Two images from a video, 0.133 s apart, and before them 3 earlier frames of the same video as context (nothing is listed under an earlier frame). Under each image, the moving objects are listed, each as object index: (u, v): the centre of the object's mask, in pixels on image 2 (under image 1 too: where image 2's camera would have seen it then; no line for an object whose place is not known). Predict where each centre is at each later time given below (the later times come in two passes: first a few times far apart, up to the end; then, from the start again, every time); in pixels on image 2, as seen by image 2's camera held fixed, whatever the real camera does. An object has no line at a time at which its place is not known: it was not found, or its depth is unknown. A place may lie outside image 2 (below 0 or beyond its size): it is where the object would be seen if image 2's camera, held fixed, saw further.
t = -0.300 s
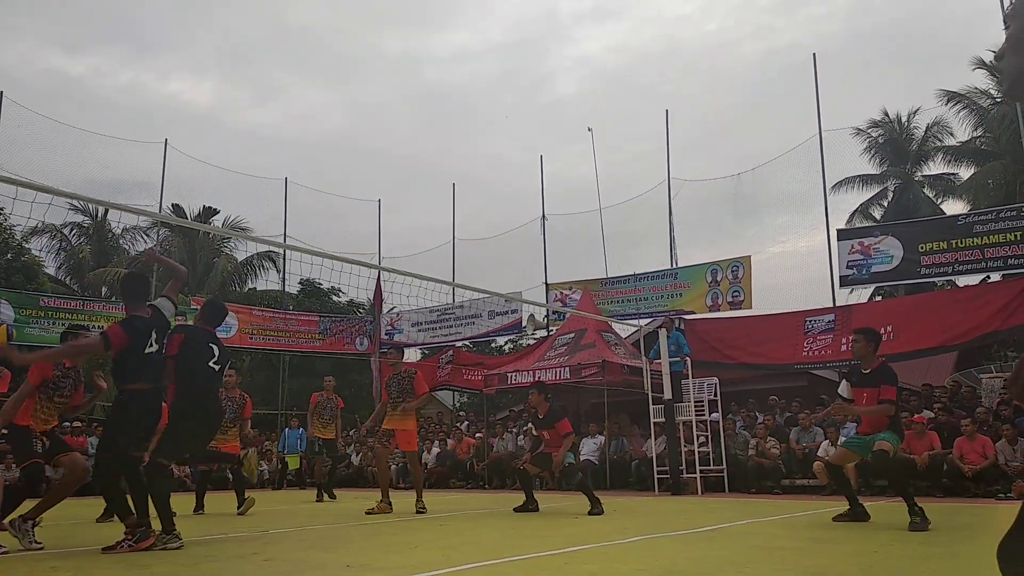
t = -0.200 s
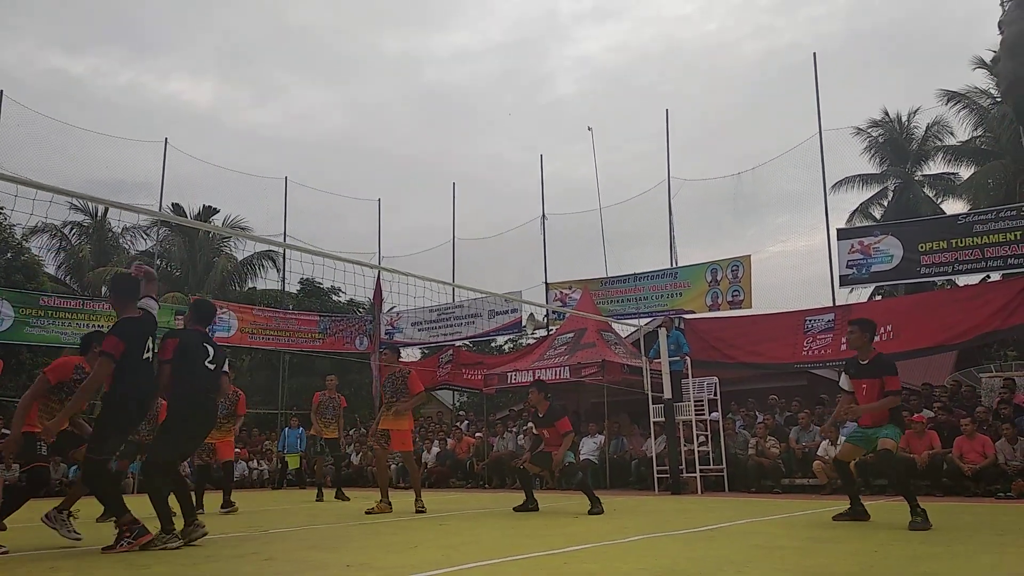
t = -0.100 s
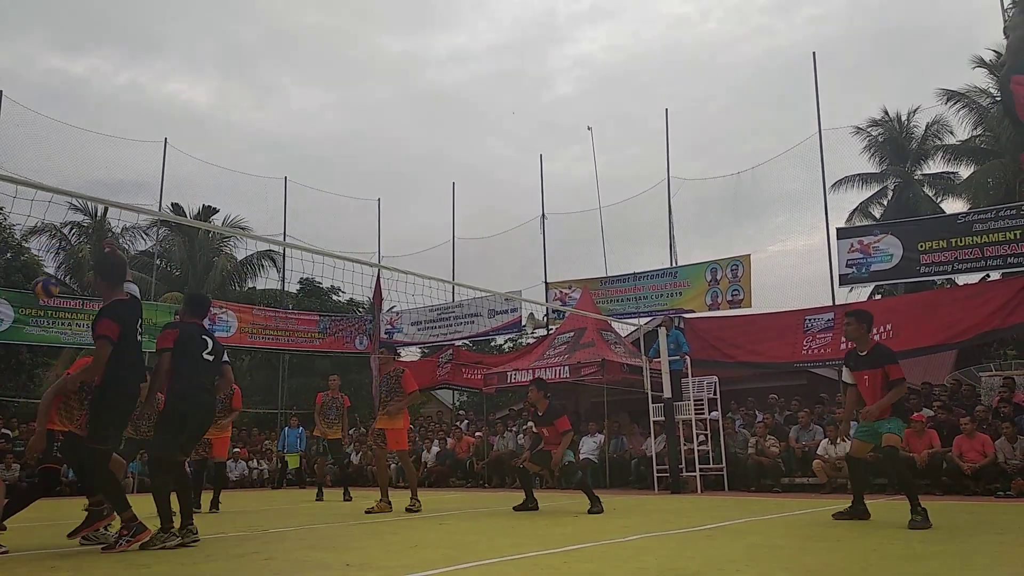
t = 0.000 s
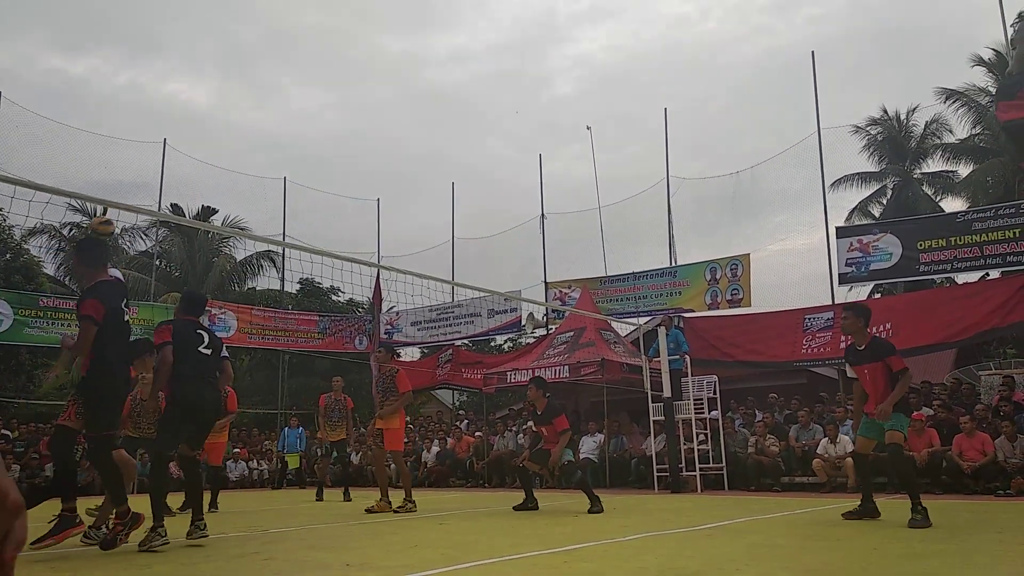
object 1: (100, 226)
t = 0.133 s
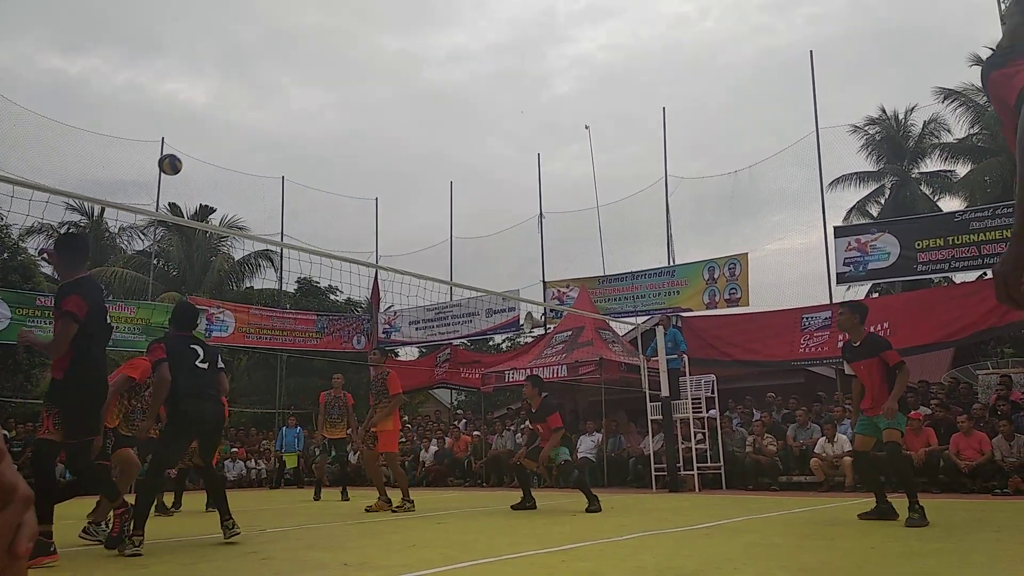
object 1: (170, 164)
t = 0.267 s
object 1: (234, 123)
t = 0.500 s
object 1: (335, 92)
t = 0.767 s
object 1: (437, 120)
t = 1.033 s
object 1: (531, 206)
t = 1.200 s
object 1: (589, 289)
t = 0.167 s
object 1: (186, 152)
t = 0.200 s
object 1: (202, 141)
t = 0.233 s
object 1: (218, 131)
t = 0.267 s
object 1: (234, 123)
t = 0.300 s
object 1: (249, 115)
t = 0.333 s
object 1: (264, 109)
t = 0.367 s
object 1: (278, 104)
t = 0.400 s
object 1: (292, 99)
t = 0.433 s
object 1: (307, 96)
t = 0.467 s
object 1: (321, 94)
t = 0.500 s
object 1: (335, 92)
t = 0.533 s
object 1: (348, 93)
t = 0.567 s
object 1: (361, 94)
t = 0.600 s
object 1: (374, 96)
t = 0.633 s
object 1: (387, 98)
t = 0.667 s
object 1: (400, 102)
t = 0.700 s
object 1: (412, 107)
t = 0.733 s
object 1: (425, 113)
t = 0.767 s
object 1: (437, 120)
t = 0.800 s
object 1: (449, 128)
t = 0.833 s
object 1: (461, 136)
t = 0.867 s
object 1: (473, 145)
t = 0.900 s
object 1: (485, 155)
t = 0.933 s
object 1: (497, 167)
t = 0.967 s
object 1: (508, 179)
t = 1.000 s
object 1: (520, 192)
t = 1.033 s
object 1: (531, 206)
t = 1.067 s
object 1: (543, 221)
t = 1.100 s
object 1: (554, 236)
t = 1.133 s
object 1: (566, 253)
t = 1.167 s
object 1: (577, 270)
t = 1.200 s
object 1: (589, 289)
